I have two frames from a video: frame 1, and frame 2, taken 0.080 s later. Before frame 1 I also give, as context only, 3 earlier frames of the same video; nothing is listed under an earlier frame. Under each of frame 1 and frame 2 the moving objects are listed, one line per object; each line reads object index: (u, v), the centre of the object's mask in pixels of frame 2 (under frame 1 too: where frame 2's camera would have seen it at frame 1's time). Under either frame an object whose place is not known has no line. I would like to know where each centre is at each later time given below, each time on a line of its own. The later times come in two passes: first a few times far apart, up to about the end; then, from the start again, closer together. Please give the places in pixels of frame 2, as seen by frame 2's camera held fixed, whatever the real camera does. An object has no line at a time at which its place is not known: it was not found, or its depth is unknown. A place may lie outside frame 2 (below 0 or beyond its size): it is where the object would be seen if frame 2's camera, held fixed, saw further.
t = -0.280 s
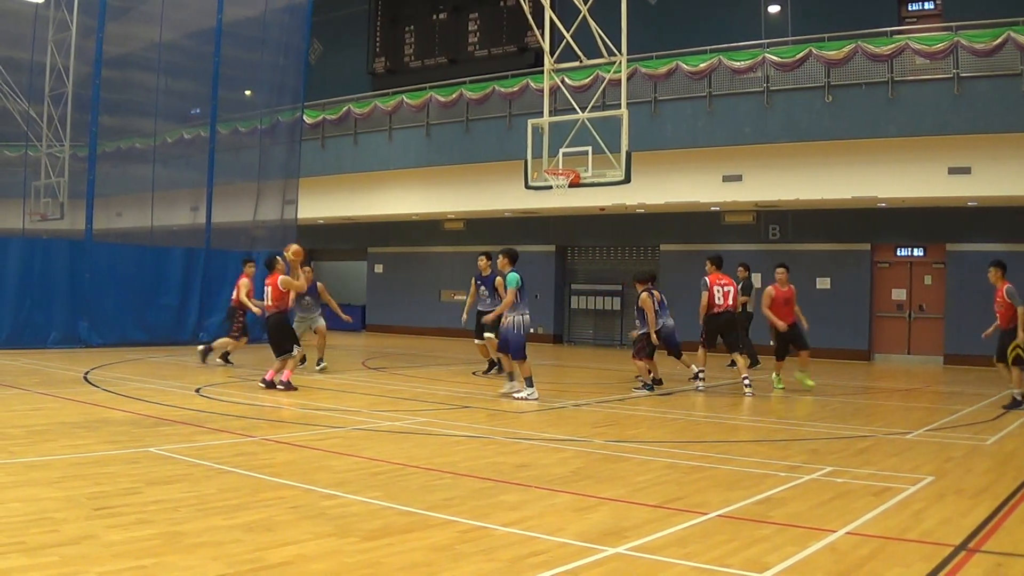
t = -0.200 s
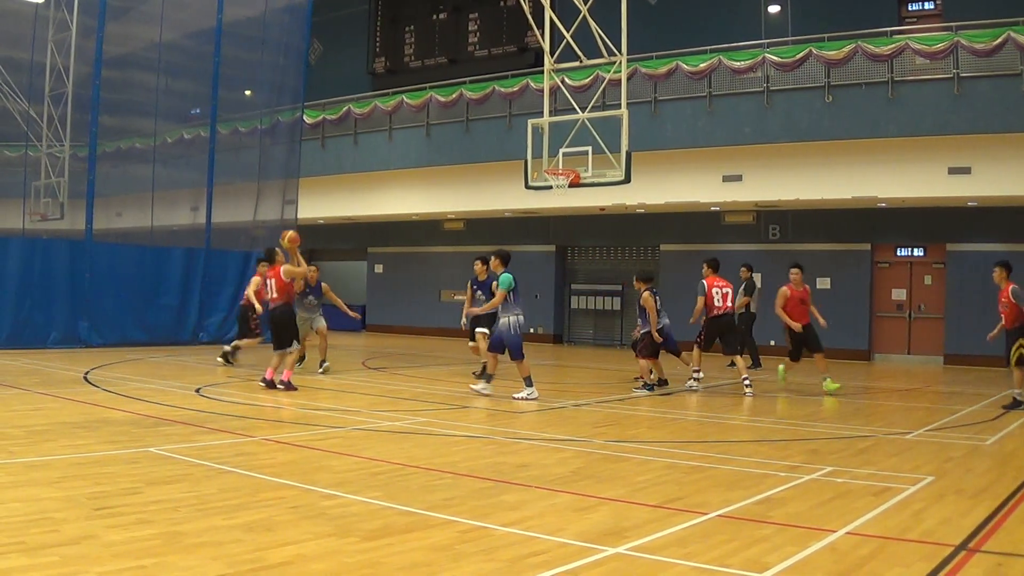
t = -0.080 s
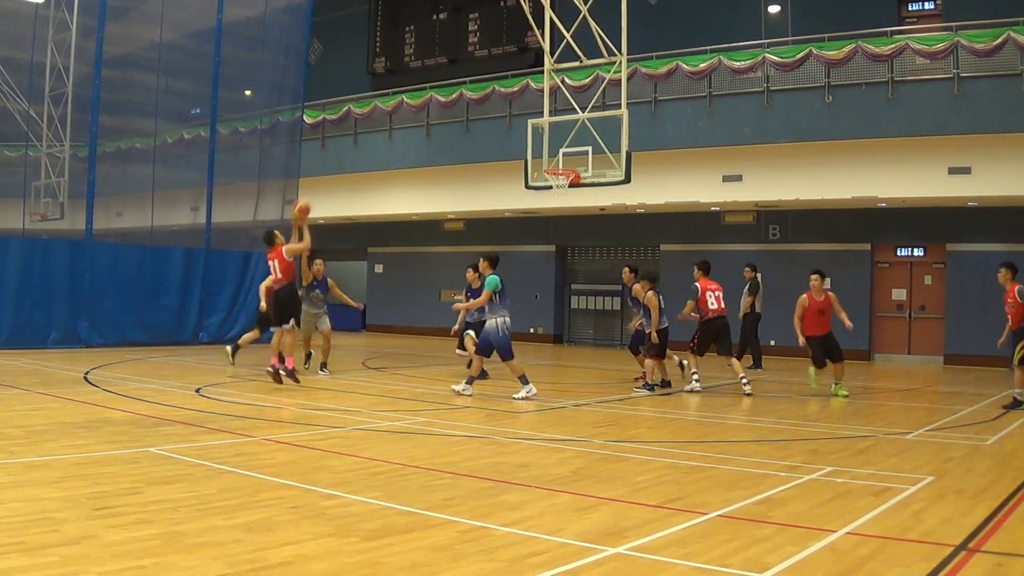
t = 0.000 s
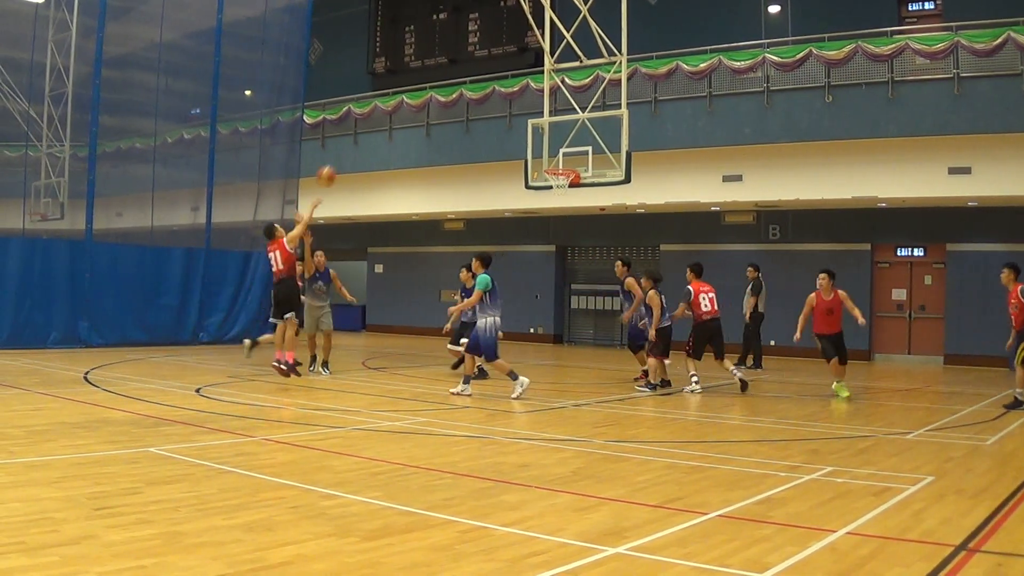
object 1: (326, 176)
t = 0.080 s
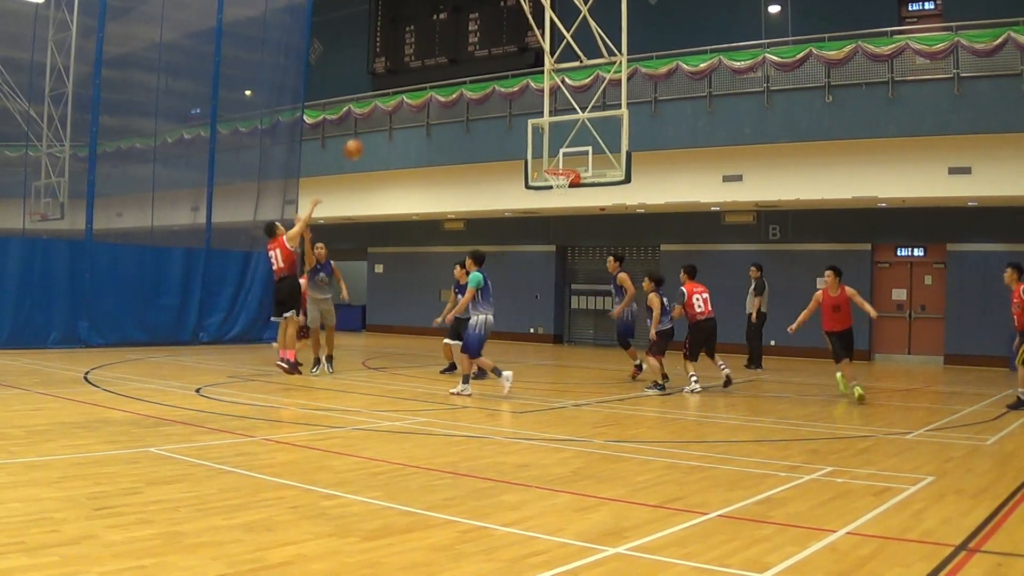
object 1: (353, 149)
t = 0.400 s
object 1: (449, 98)
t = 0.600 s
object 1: (499, 105)
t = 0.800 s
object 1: (545, 138)
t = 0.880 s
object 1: (562, 157)
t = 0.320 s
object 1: (426, 103)
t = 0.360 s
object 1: (437, 100)
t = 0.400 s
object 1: (449, 98)
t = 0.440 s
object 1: (459, 97)
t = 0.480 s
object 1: (470, 98)
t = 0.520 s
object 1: (480, 100)
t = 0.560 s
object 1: (490, 102)
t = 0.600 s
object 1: (499, 105)
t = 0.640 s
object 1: (509, 110)
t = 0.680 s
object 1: (518, 116)
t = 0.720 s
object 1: (528, 122)
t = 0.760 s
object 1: (536, 129)
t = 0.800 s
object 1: (545, 138)
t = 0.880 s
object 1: (562, 157)
